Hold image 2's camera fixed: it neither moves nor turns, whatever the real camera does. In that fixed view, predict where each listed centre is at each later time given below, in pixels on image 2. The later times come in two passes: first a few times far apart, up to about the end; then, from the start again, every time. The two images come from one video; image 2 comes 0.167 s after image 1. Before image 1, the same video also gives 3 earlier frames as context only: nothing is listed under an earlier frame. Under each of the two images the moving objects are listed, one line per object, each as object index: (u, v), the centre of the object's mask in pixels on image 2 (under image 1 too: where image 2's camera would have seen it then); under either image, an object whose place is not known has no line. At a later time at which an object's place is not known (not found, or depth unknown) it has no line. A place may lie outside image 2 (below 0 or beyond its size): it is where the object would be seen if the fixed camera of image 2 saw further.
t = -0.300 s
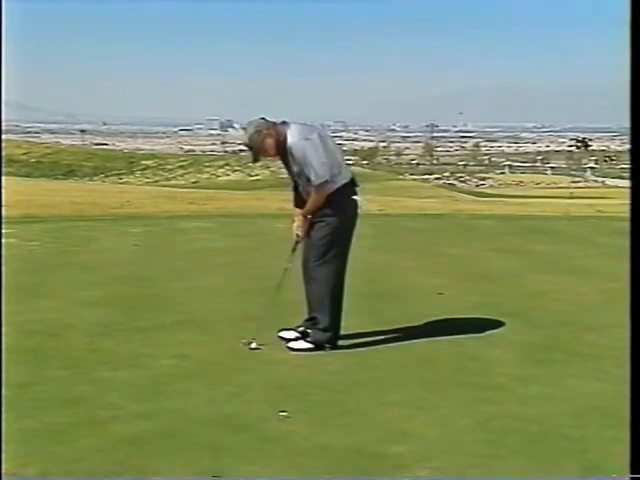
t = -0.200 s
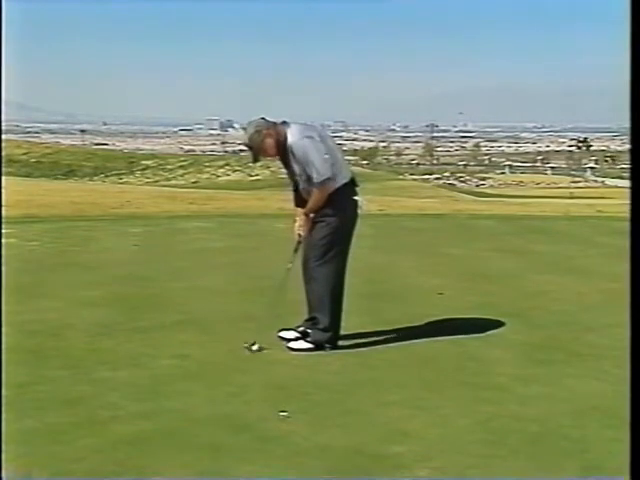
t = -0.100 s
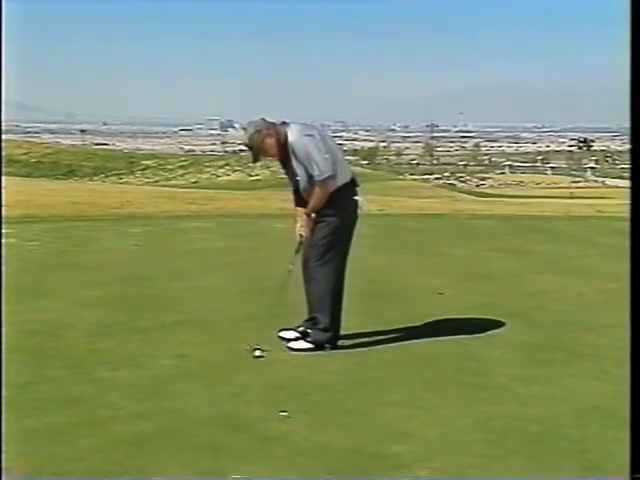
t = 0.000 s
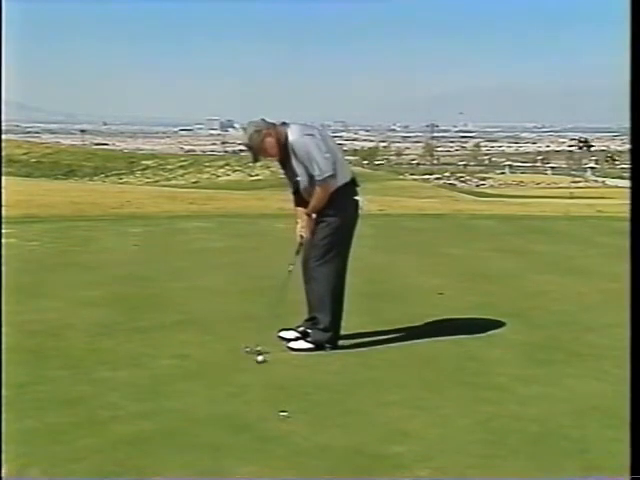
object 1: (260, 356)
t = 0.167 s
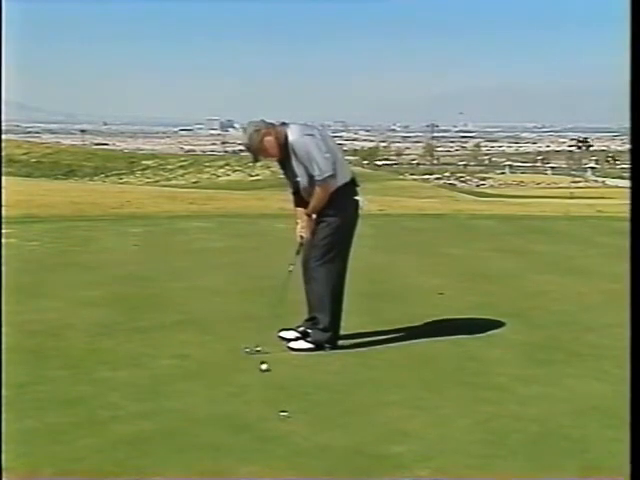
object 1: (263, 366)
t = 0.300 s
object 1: (267, 373)
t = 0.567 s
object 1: (275, 386)
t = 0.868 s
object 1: (284, 400)
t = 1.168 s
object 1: (292, 413)
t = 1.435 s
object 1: (297, 425)
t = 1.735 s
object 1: (302, 436)
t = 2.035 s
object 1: (308, 445)
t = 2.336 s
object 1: (313, 450)
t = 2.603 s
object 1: (315, 453)
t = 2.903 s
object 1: (317, 453)
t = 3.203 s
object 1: (317, 453)
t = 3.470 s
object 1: (317, 453)
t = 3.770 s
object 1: (317, 453)
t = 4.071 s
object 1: (318, 454)
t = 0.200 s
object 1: (264, 367)
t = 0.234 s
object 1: (265, 369)
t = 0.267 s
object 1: (266, 371)
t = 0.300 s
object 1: (267, 373)
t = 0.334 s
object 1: (268, 374)
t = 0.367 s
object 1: (269, 376)
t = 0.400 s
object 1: (270, 378)
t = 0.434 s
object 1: (271, 379)
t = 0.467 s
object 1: (273, 381)
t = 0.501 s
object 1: (273, 383)
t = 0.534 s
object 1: (274, 384)
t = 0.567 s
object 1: (275, 386)
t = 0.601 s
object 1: (276, 387)
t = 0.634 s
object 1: (278, 389)
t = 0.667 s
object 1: (279, 391)
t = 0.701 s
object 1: (280, 393)
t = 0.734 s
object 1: (281, 394)
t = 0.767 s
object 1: (282, 396)
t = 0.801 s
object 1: (283, 397)
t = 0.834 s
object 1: (284, 399)
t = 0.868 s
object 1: (284, 400)
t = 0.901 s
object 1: (286, 402)
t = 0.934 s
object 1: (287, 403)
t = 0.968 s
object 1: (287, 405)
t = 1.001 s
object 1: (288, 406)
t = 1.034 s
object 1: (289, 407)
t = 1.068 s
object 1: (290, 409)
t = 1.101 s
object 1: (291, 411)
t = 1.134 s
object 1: (291, 412)
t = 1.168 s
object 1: (292, 413)
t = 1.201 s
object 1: (293, 415)
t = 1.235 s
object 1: (294, 417)
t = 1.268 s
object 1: (294, 418)
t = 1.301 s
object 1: (295, 419)
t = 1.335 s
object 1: (296, 421)
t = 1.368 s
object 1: (296, 422)
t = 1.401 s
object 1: (297, 424)
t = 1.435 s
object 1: (297, 425)
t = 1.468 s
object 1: (297, 427)
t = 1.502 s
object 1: (298, 428)
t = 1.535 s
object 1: (299, 429)
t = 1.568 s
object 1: (299, 430)
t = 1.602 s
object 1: (300, 431)
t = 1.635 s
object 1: (300, 432)
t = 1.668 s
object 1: (301, 434)
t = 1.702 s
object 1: (301, 435)
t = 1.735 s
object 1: (302, 436)
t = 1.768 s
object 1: (303, 437)
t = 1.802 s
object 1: (303, 438)
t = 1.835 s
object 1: (304, 439)
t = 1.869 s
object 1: (305, 440)
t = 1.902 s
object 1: (306, 441)
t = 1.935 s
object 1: (306, 442)
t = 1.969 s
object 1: (307, 443)
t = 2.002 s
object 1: (307, 444)
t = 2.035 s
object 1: (308, 445)
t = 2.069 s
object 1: (309, 446)
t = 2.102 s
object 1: (309, 446)
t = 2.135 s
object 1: (310, 447)
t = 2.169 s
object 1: (311, 447)
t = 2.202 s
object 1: (312, 448)
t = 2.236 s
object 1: (312, 448)
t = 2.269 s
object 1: (312, 449)
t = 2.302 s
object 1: (312, 450)
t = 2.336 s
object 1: (313, 450)
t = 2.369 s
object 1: (313, 450)
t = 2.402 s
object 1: (314, 451)
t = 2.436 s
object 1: (314, 451)
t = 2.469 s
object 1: (315, 452)
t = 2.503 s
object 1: (315, 452)
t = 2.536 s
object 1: (315, 453)
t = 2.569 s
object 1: (315, 453)
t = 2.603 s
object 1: (315, 453)
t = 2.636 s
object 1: (316, 453)
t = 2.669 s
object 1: (316, 453)
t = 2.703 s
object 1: (317, 453)
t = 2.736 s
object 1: (317, 453)
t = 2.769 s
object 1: (317, 453)
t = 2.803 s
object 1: (317, 453)
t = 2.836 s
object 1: (317, 453)
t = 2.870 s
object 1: (317, 453)
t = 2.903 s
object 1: (317, 453)
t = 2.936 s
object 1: (317, 453)
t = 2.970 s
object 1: (317, 453)
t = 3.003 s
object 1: (317, 453)
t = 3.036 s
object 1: (317, 453)
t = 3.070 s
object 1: (317, 453)
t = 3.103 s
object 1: (317, 453)
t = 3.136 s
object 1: (317, 453)
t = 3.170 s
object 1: (317, 453)
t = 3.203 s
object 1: (317, 453)
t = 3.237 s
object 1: (317, 453)
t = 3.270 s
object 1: (317, 453)
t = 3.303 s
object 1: (317, 453)
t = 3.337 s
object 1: (316, 453)
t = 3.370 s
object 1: (317, 453)
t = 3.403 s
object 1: (317, 453)
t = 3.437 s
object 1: (317, 453)
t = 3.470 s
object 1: (317, 453)
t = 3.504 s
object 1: (317, 453)
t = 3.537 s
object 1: (317, 453)
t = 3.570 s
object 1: (317, 453)
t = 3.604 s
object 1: (317, 453)
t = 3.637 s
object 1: (317, 453)
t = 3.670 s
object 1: (317, 453)
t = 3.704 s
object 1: (317, 453)
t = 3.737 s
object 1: (317, 453)
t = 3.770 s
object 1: (317, 453)
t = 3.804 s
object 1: (317, 453)
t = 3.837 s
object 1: (317, 453)
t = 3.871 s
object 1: (317, 453)
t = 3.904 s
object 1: (317, 453)
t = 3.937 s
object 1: (317, 453)
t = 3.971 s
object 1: (317, 453)
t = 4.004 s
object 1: (317, 453)
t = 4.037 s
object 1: (318, 454)
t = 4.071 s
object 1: (318, 454)
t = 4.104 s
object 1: (317, 454)
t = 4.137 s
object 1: (317, 454)
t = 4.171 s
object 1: (317, 453)
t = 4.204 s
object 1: (315, 453)
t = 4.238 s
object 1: (315, 452)
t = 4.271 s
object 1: (315, 452)
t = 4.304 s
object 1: (315, 452)
